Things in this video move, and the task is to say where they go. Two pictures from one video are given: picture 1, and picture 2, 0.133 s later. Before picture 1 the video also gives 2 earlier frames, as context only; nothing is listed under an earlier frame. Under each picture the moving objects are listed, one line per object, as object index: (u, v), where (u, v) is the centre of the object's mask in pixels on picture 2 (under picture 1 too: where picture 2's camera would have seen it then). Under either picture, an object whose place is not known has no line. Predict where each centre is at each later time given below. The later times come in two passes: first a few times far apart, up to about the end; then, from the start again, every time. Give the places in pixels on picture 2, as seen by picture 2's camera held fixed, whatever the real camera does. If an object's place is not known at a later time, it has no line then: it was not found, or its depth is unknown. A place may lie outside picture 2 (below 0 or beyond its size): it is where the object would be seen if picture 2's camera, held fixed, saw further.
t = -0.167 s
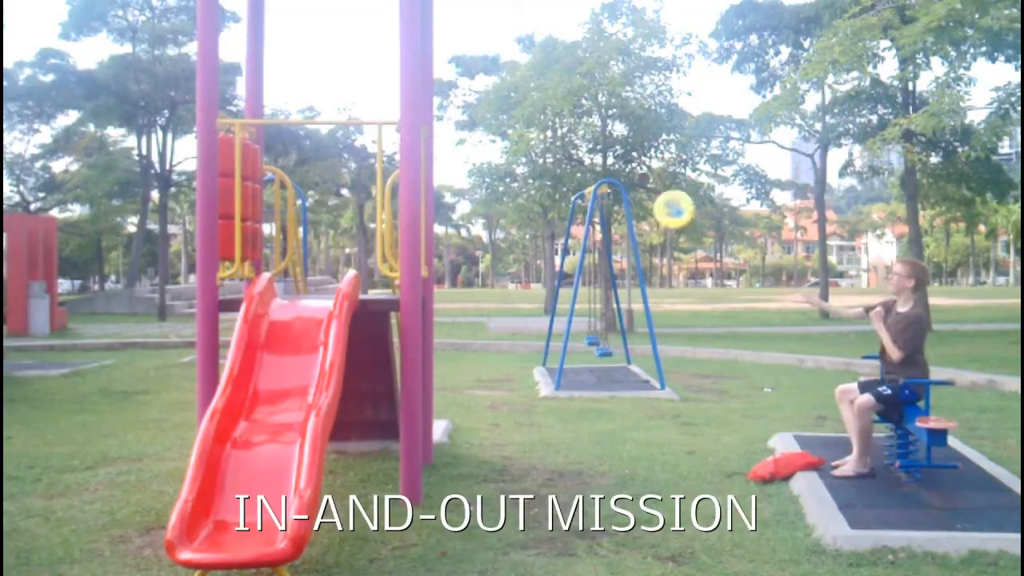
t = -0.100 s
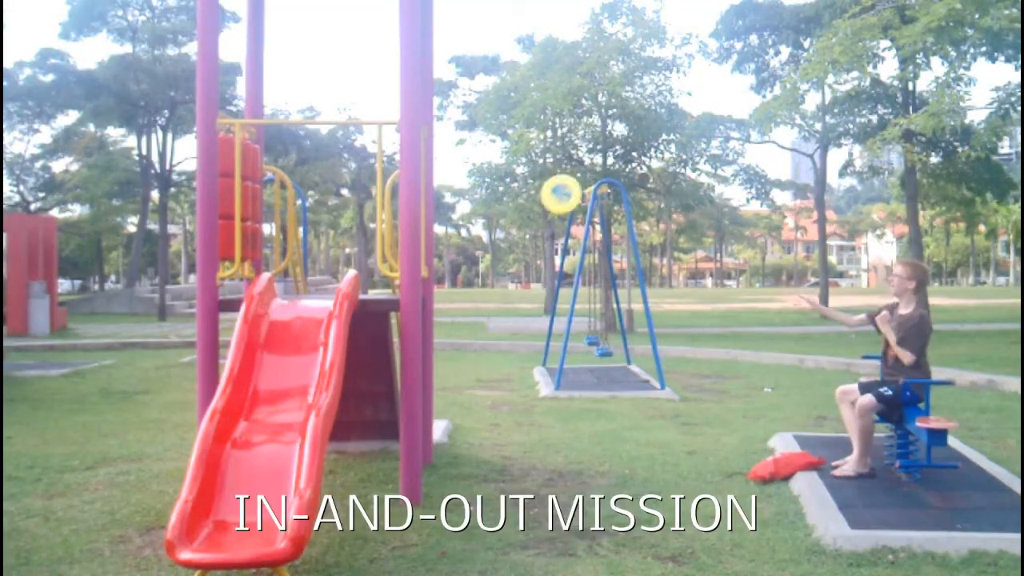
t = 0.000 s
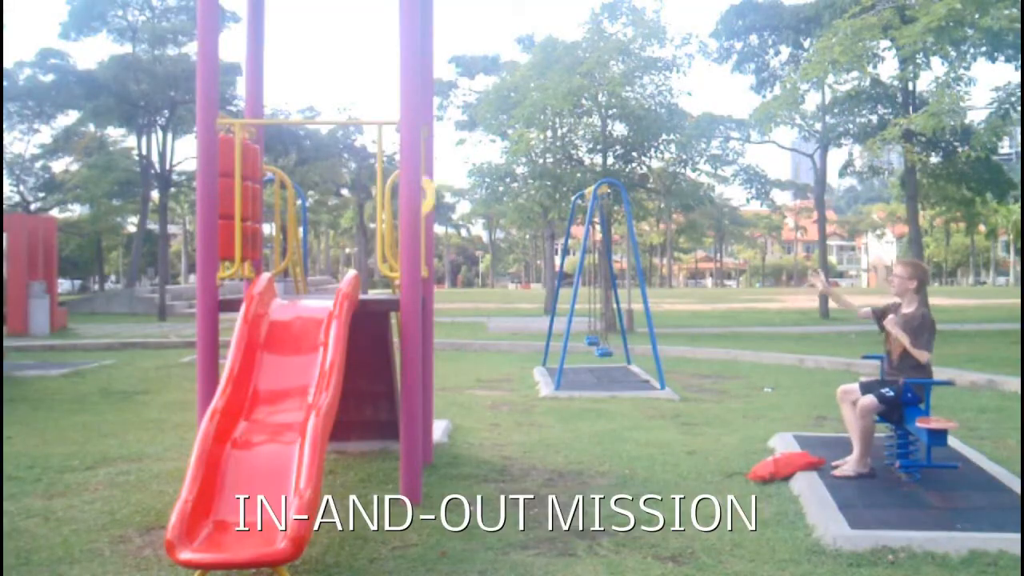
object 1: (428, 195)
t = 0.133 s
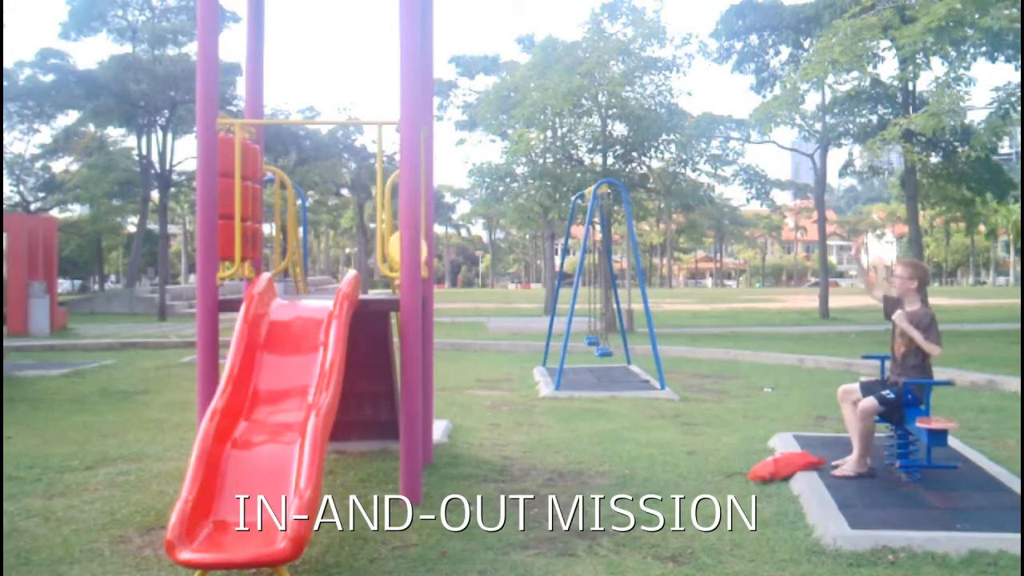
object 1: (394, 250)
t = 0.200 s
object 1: (391, 239)
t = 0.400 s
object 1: (350, 256)
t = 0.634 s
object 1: (288, 277)
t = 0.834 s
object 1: (303, 305)
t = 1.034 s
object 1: (295, 354)
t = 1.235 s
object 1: (268, 424)
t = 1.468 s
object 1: (228, 519)
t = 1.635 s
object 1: (236, 563)
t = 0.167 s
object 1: (393, 246)
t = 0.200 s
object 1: (391, 239)
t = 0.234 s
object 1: (385, 237)
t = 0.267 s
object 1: (378, 237)
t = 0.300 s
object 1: (367, 238)
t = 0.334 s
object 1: (362, 243)
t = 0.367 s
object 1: (357, 249)
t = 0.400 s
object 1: (350, 256)
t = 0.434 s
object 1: (341, 265)
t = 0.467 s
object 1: (331, 276)
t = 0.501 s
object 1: (325, 274)
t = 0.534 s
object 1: (315, 272)
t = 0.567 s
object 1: (304, 272)
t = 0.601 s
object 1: (293, 274)
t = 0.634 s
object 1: (288, 277)
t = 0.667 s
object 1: (287, 282)
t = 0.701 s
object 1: (289, 283)
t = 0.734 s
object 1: (294, 286)
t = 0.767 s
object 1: (298, 290)
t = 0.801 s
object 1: (300, 296)
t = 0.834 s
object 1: (303, 305)
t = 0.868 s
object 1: (307, 312)
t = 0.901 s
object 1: (307, 320)
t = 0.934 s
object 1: (305, 325)
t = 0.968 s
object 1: (302, 333)
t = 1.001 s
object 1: (299, 342)
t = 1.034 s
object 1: (295, 354)
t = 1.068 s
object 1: (292, 367)
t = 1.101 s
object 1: (288, 380)
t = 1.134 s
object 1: (283, 392)
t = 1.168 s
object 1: (279, 404)
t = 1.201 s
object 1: (273, 415)
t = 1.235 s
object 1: (268, 424)
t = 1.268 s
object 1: (262, 432)
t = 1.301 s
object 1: (257, 440)
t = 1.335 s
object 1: (251, 450)
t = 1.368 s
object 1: (245, 464)
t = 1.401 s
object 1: (239, 480)
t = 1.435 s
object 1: (232, 499)
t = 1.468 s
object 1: (228, 519)
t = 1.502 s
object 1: (227, 534)
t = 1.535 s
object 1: (229, 542)
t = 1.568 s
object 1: (231, 548)
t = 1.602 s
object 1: (233, 556)
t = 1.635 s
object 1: (236, 563)
